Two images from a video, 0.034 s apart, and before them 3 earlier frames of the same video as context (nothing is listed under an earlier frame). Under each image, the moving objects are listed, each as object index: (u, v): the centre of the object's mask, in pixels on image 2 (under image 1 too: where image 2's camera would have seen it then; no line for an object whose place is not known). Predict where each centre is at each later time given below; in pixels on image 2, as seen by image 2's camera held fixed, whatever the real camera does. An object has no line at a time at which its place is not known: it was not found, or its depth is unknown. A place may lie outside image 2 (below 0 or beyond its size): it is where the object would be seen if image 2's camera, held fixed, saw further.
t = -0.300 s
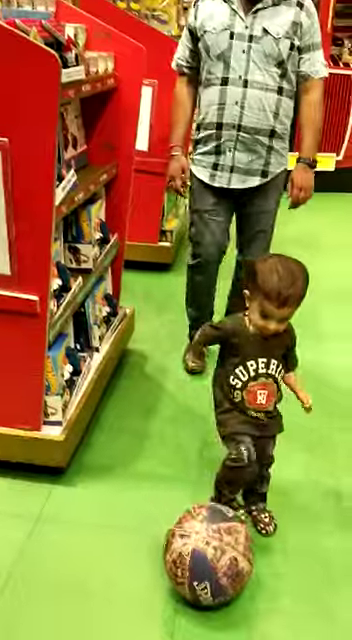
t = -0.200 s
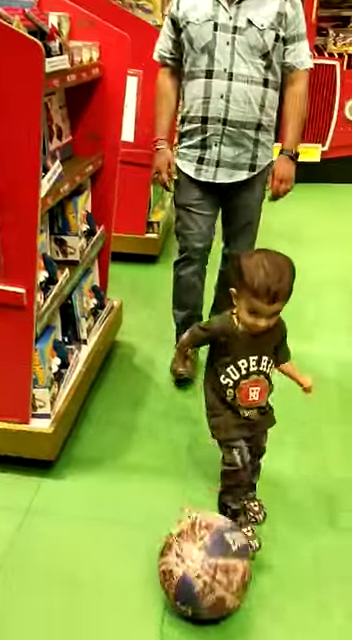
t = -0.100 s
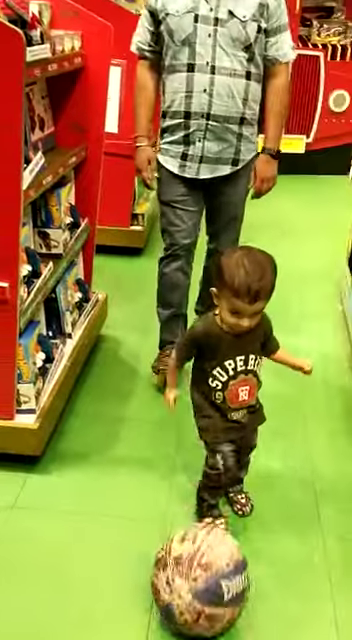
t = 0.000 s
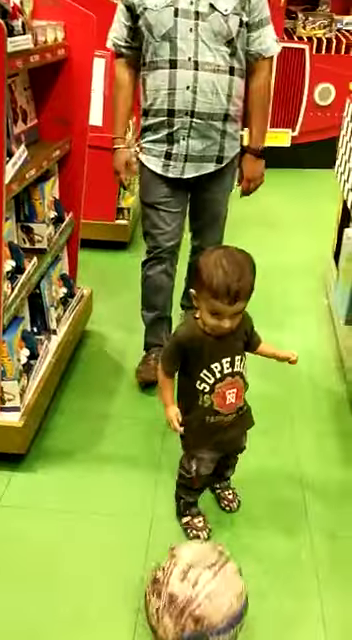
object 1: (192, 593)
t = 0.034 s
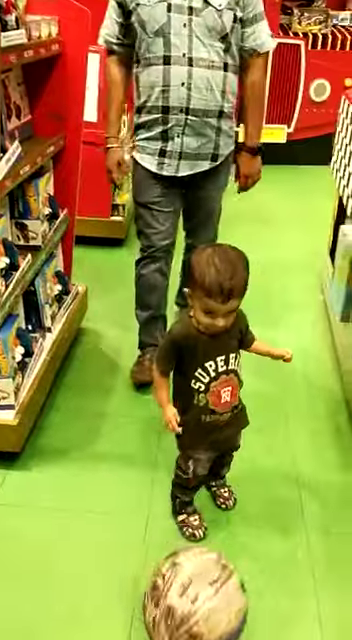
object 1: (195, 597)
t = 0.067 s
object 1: (198, 602)
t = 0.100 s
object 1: (201, 607)
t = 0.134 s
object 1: (204, 613)
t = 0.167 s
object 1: (207, 615)
